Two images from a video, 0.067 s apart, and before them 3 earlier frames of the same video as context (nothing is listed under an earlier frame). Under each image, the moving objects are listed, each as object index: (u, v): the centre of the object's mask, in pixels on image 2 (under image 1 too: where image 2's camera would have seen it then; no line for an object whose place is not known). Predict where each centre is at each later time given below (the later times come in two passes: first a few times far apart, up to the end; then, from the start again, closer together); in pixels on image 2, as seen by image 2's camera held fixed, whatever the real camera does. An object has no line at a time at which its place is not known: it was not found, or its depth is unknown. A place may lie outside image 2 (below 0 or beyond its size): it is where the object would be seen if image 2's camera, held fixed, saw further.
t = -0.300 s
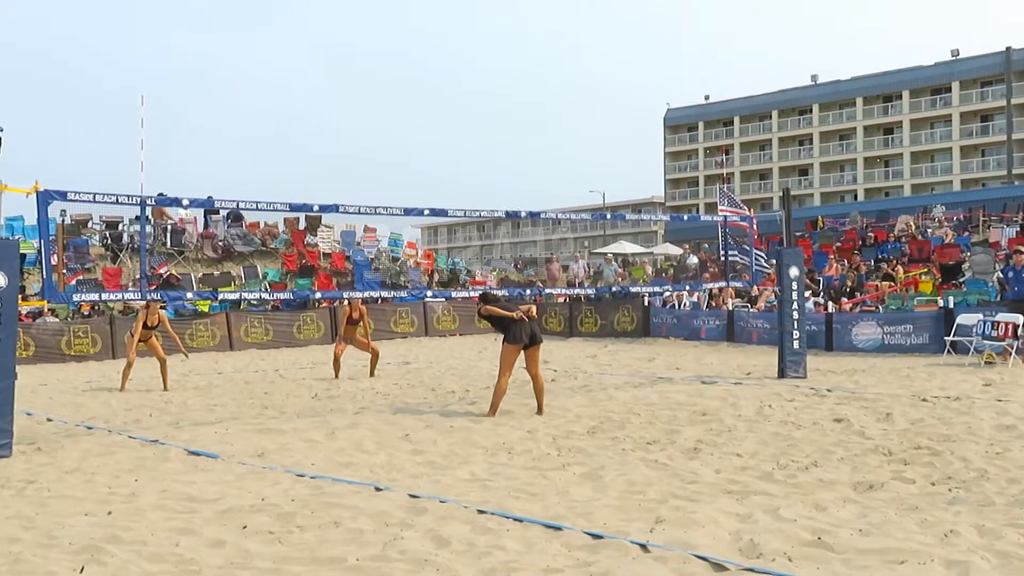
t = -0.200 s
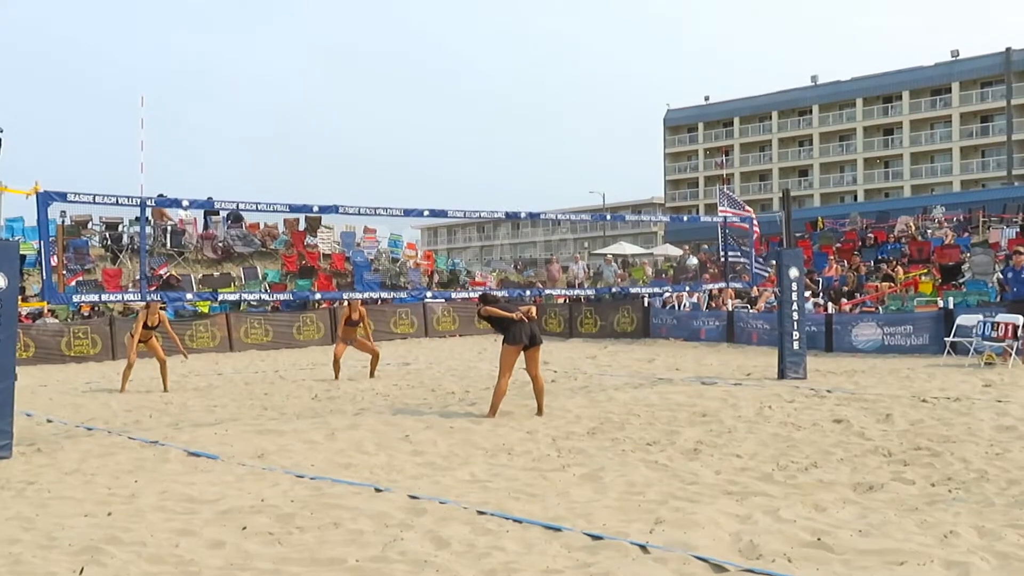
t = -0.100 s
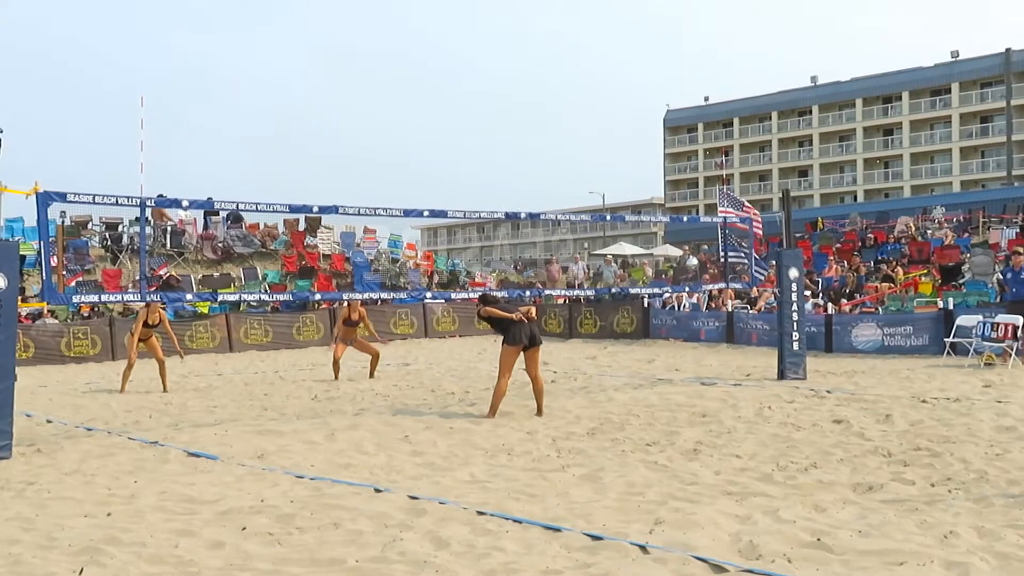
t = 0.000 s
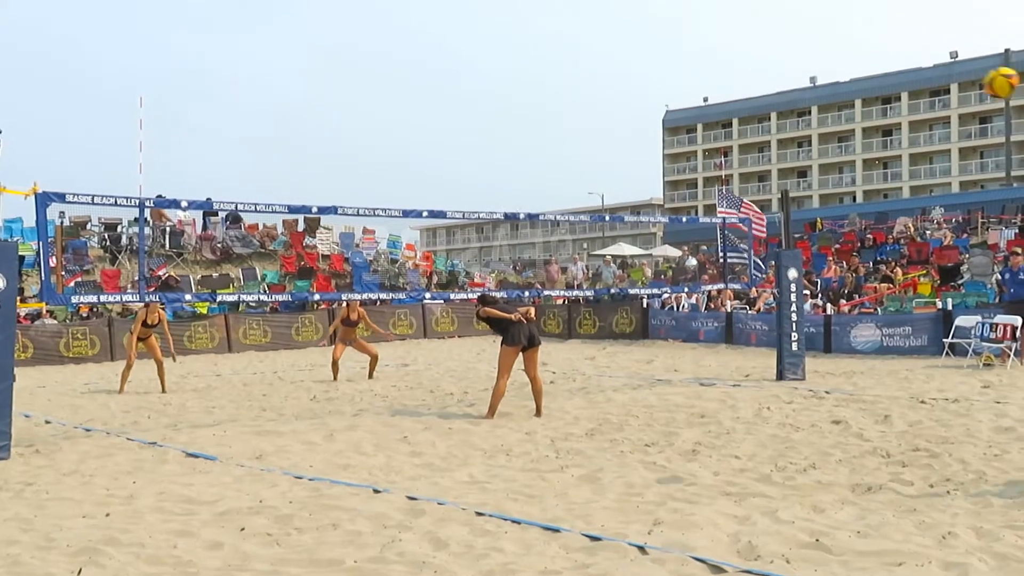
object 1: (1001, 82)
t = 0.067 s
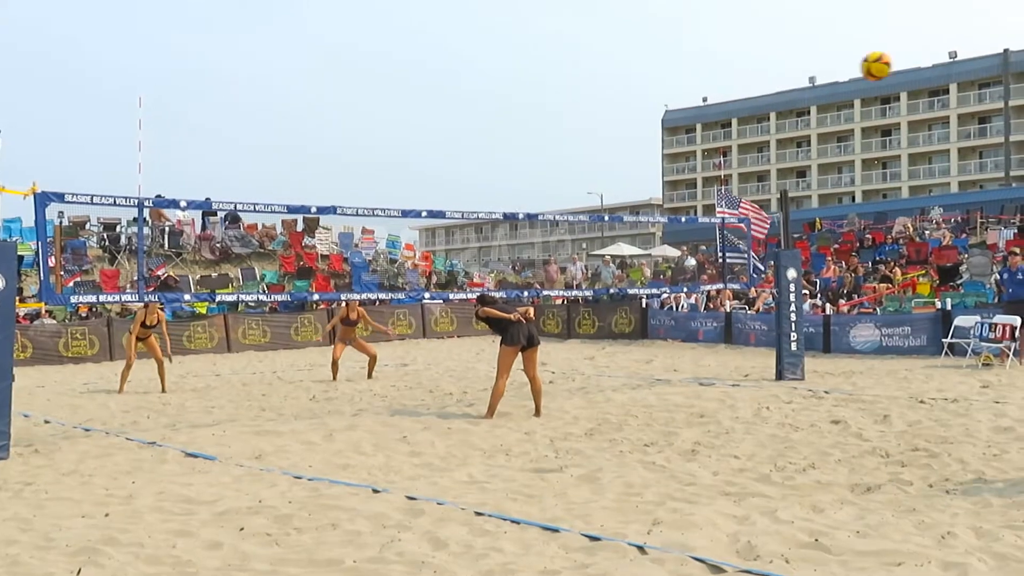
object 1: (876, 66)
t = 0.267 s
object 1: (584, 57)
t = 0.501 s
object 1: (349, 92)
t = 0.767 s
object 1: (157, 173)
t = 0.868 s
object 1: (97, 213)
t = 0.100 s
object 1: (820, 61)
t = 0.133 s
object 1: (767, 57)
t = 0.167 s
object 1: (718, 55)
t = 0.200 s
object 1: (670, 54)
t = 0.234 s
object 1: (626, 55)
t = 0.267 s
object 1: (584, 57)
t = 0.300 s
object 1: (545, 59)
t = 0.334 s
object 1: (509, 63)
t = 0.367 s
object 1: (473, 67)
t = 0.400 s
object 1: (440, 72)
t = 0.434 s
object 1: (409, 78)
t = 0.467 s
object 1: (379, 84)
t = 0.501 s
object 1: (349, 92)
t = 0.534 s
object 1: (322, 100)
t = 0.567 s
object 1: (295, 109)
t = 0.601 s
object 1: (270, 117)
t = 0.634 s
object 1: (245, 128)
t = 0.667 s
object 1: (222, 139)
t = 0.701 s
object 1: (199, 149)
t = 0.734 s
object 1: (178, 161)
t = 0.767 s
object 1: (157, 173)
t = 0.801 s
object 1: (137, 185)
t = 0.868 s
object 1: (97, 213)
